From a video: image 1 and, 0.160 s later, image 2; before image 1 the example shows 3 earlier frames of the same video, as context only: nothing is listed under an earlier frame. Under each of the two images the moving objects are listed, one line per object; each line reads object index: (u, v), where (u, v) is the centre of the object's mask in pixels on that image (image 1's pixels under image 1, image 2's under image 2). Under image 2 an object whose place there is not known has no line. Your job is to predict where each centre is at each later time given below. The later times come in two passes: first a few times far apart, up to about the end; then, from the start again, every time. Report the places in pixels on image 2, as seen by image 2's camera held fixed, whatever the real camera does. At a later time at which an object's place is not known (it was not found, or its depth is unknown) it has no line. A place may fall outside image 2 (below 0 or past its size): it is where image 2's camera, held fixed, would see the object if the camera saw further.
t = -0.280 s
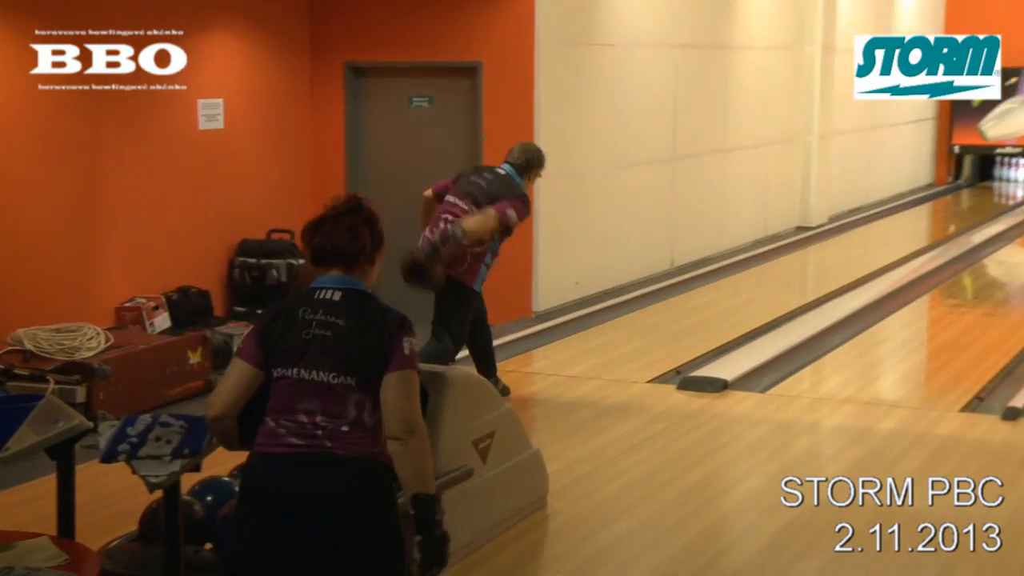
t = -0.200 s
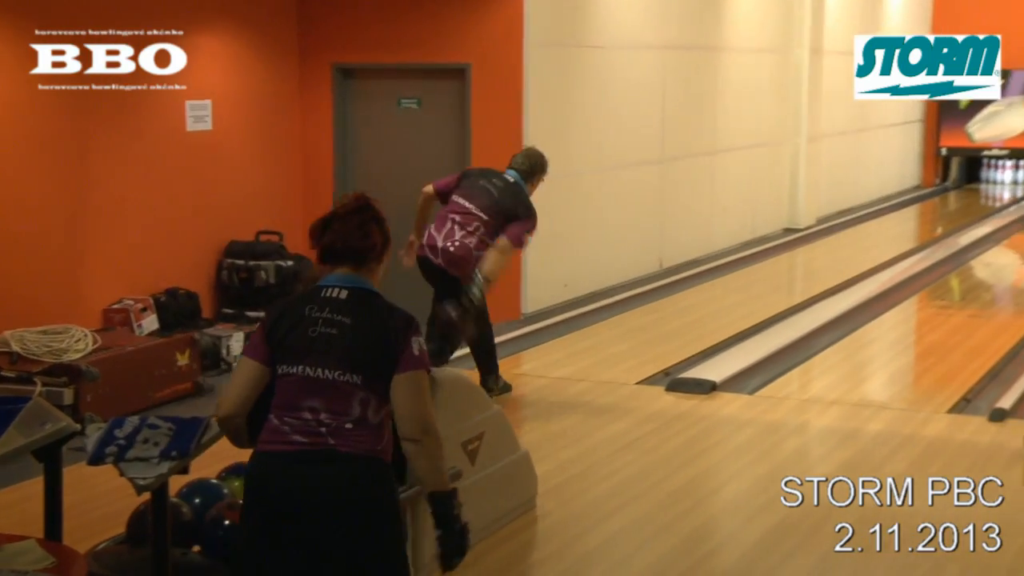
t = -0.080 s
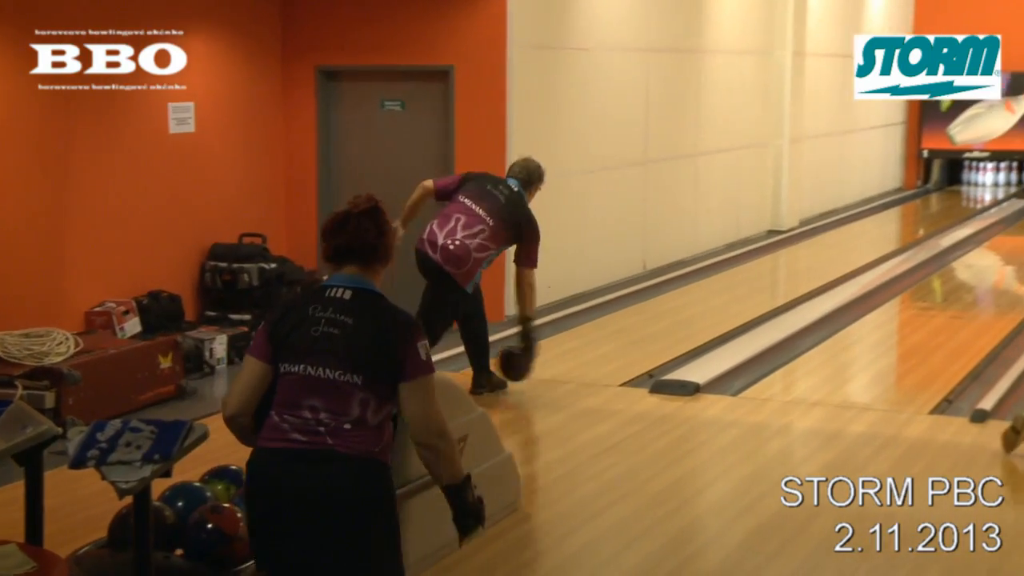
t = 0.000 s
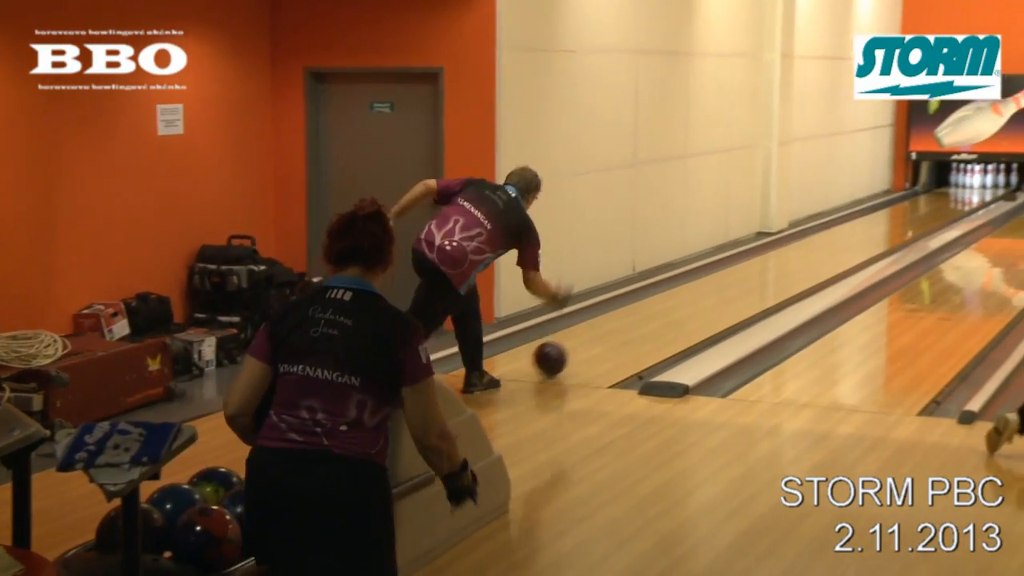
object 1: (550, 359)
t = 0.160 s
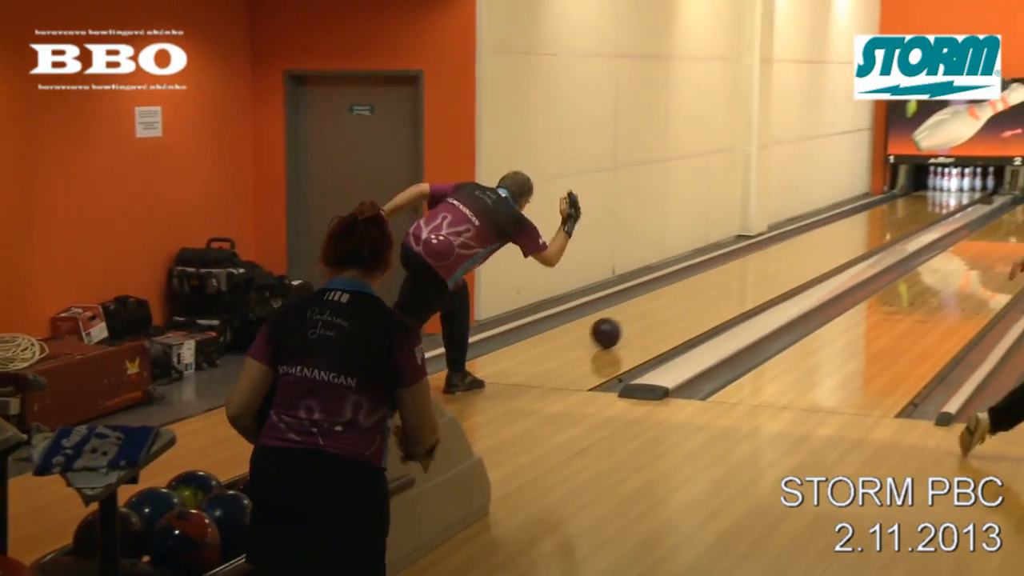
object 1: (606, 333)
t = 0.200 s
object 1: (622, 326)
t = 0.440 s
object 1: (705, 294)
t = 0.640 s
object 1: (758, 273)
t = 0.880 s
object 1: (809, 253)
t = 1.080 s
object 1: (843, 239)
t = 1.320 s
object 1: (876, 225)
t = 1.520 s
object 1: (898, 216)
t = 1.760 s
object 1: (921, 206)
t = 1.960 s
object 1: (935, 198)
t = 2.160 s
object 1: (945, 192)
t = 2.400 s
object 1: (952, 187)
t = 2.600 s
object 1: (954, 184)
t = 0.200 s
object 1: (622, 326)
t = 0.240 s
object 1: (638, 320)
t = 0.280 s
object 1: (653, 314)
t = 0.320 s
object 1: (666, 309)
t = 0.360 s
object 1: (680, 304)
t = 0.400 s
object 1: (693, 298)
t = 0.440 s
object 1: (705, 294)
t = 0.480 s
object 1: (717, 290)
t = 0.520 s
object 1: (728, 285)
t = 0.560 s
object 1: (739, 281)
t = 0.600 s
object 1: (748, 277)
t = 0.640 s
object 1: (758, 273)
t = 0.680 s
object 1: (768, 269)
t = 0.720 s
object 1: (776, 266)
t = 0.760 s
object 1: (785, 263)
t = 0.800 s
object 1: (793, 259)
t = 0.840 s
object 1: (801, 256)
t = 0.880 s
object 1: (809, 253)
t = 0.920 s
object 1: (816, 250)
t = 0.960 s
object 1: (823, 247)
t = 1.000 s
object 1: (830, 244)
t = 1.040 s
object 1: (837, 242)
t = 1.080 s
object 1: (843, 239)
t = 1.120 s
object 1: (849, 237)
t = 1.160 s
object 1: (855, 234)
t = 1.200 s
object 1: (860, 232)
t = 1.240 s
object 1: (866, 229)
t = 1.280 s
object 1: (871, 227)
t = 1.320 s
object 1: (876, 225)
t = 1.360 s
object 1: (881, 223)
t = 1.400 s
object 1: (885, 221)
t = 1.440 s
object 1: (889, 219)
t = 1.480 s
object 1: (894, 217)
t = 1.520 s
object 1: (898, 216)
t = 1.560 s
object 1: (902, 214)
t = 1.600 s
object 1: (906, 212)
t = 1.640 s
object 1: (910, 211)
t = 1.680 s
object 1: (914, 209)
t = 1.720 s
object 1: (917, 208)
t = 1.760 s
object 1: (921, 206)
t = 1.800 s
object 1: (924, 204)
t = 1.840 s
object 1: (927, 203)
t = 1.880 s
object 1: (930, 201)
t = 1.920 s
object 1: (932, 200)
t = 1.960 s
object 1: (935, 198)
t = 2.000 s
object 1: (937, 197)
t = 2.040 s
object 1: (939, 196)
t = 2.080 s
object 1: (942, 195)
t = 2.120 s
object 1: (943, 193)
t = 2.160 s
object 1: (945, 192)
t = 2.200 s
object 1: (947, 191)
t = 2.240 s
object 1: (948, 190)
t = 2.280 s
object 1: (949, 189)
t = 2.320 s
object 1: (950, 188)
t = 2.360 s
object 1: (951, 187)
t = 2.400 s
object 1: (952, 187)
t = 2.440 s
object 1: (952, 185)
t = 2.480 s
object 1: (952, 185)
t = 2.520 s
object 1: (954, 185)
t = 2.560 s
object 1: (954, 184)
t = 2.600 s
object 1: (954, 184)
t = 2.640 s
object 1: (956, 185)
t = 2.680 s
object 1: (958, 184)
